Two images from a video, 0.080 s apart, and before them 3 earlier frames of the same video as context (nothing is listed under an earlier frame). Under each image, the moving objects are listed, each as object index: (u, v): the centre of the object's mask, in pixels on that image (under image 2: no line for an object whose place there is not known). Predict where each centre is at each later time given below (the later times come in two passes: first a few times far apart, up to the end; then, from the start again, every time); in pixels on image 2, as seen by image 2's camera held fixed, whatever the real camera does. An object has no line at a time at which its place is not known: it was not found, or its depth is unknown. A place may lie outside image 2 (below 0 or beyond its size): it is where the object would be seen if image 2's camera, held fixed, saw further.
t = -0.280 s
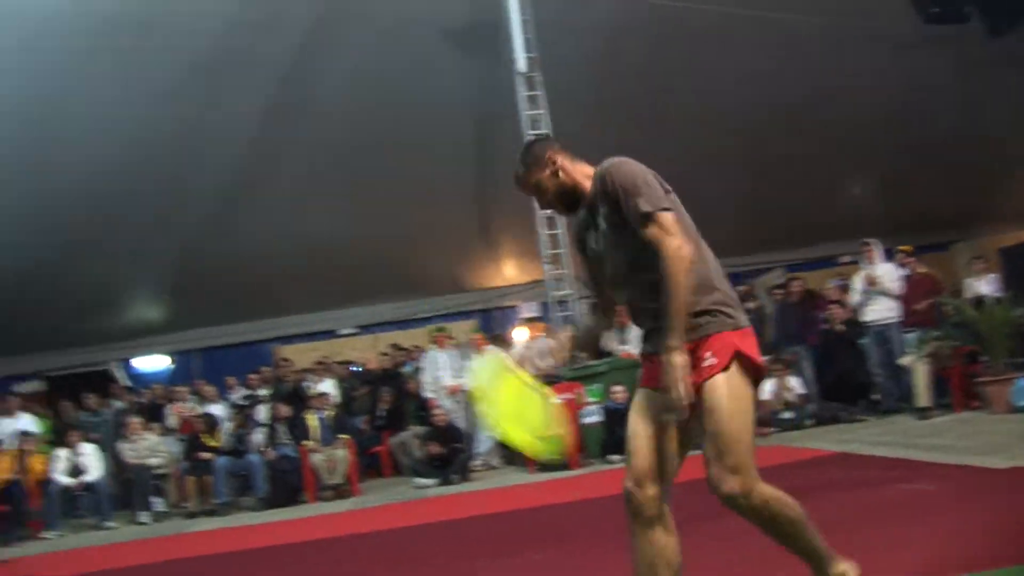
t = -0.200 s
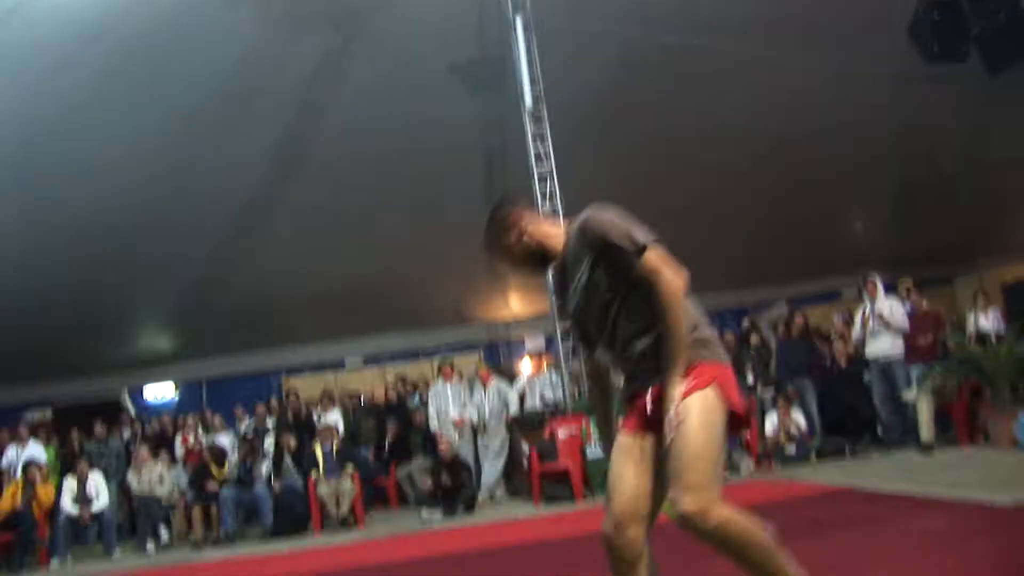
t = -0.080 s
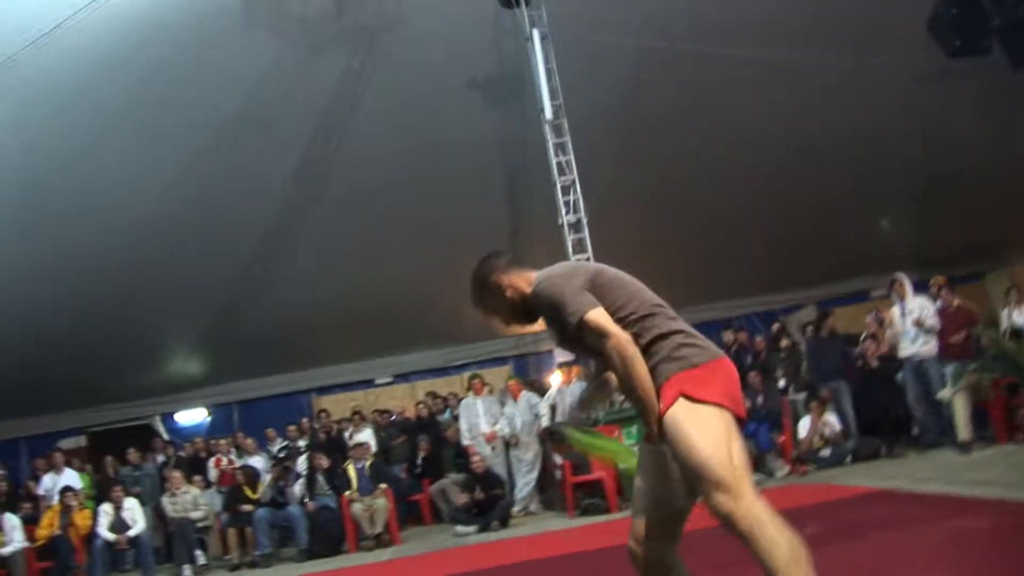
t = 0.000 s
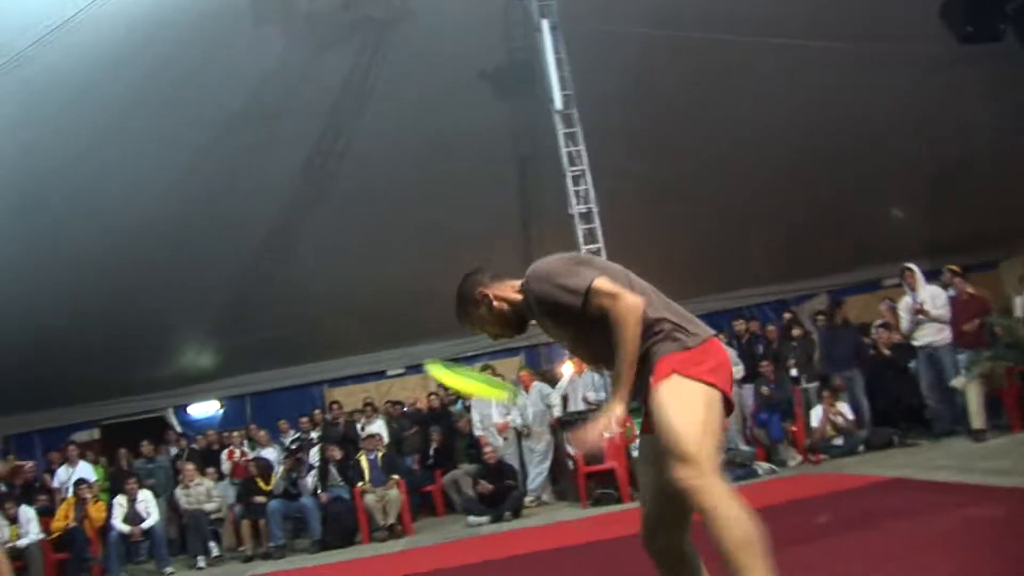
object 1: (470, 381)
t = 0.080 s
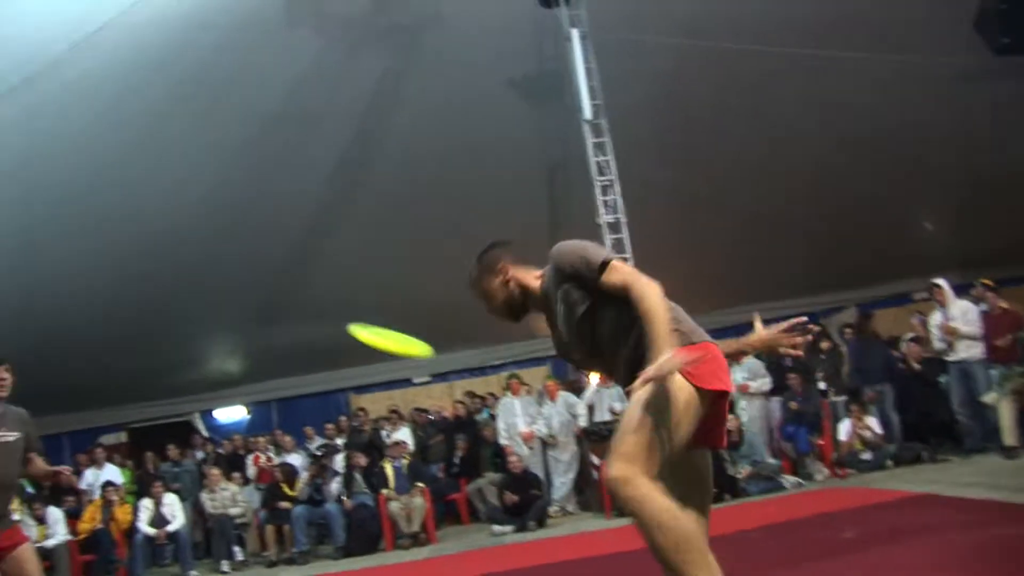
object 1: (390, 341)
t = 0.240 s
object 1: (238, 292)
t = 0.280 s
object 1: (210, 288)
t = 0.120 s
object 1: (346, 324)
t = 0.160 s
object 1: (306, 310)
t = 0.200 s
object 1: (270, 300)
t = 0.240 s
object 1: (238, 292)
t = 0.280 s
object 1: (210, 288)
